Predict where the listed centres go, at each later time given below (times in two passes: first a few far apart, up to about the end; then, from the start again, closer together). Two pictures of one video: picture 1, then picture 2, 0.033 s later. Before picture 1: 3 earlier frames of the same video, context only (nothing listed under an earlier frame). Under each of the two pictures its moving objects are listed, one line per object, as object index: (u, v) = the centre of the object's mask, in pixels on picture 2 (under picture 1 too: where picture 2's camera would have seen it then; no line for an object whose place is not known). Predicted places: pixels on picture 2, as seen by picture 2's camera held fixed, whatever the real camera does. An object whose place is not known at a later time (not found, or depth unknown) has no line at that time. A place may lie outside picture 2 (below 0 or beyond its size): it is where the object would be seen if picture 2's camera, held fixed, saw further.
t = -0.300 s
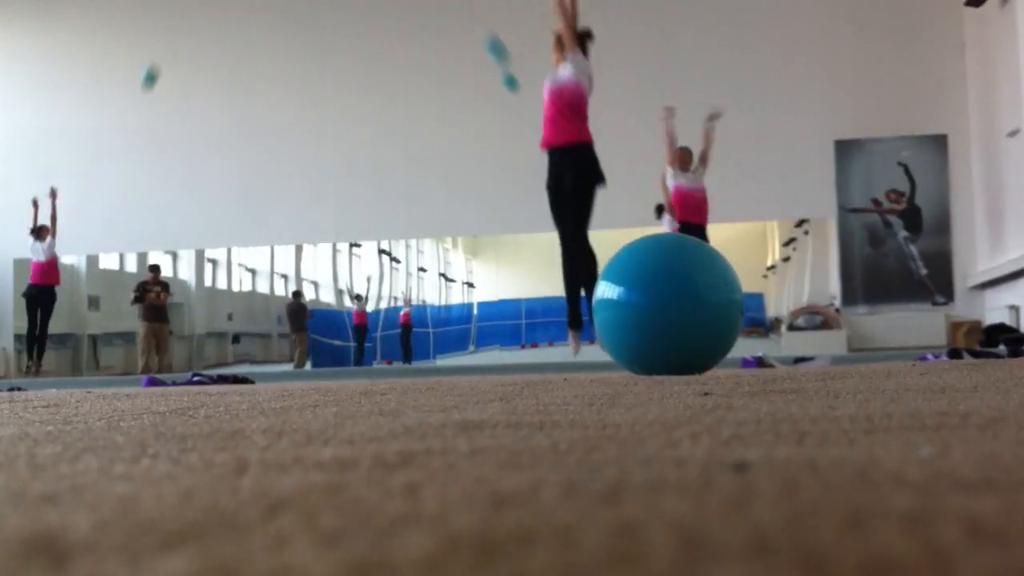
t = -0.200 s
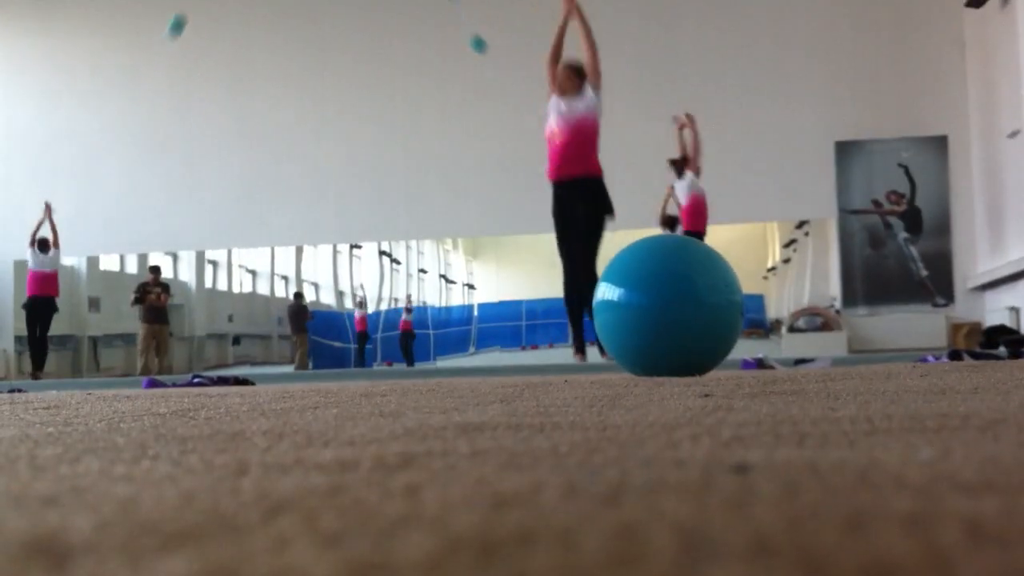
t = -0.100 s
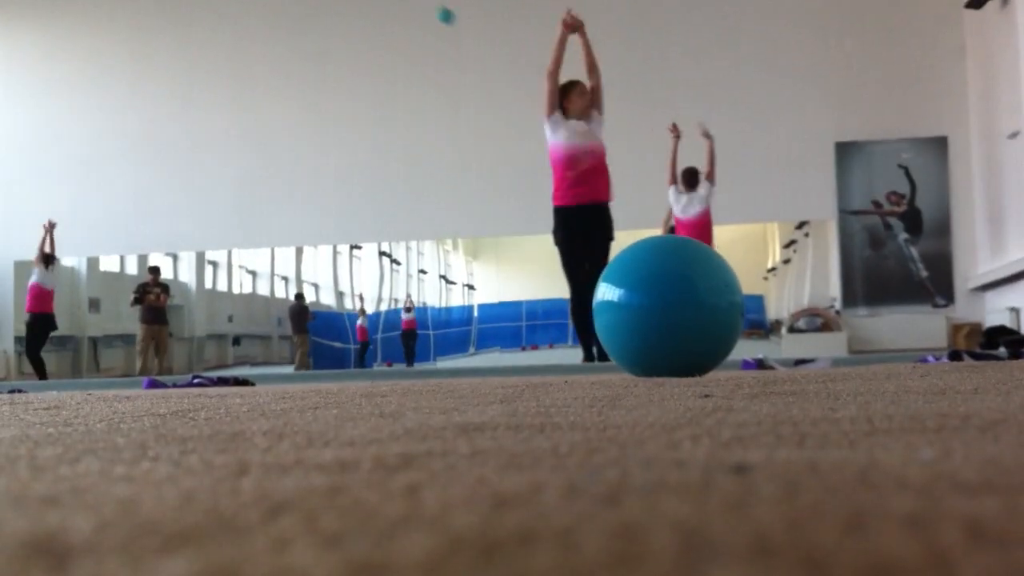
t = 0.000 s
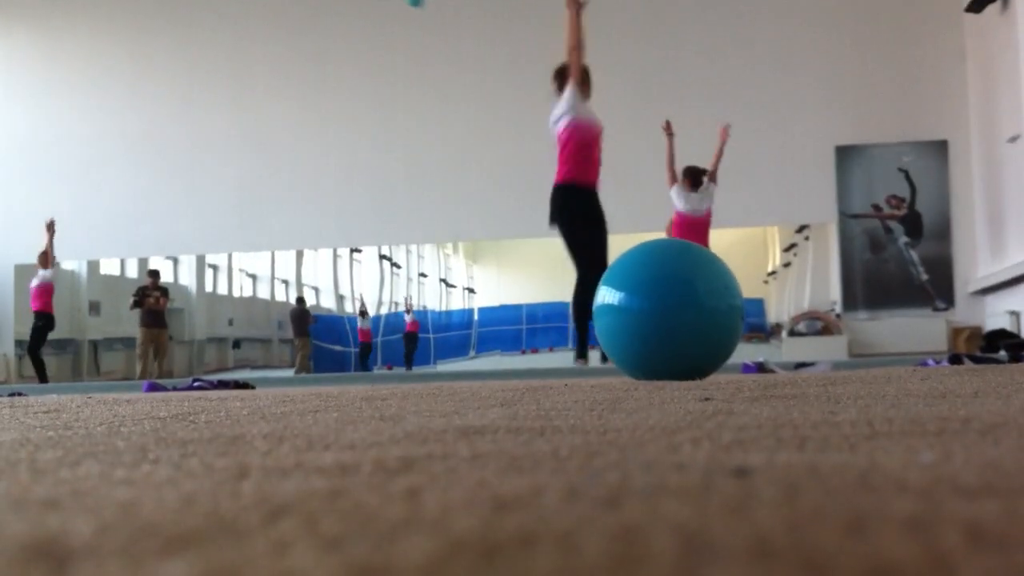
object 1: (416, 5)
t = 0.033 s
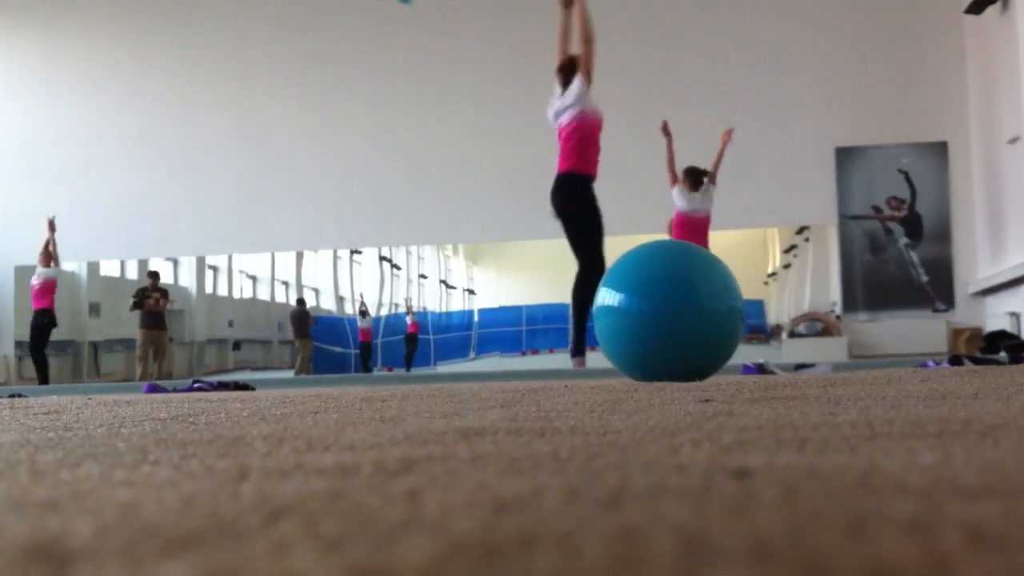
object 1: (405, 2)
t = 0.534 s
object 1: (255, 31)
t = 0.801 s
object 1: (182, 133)
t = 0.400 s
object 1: (294, 2)
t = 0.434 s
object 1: (284, 9)
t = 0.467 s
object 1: (274, 15)
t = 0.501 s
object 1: (264, 23)
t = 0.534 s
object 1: (255, 31)
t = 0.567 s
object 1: (246, 41)
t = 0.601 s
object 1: (237, 52)
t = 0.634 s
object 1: (228, 63)
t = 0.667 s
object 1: (218, 76)
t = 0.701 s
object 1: (209, 88)
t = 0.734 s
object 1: (199, 103)
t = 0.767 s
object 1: (190, 118)
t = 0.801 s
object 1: (182, 133)
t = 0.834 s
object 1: (172, 150)
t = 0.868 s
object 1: (163, 168)
